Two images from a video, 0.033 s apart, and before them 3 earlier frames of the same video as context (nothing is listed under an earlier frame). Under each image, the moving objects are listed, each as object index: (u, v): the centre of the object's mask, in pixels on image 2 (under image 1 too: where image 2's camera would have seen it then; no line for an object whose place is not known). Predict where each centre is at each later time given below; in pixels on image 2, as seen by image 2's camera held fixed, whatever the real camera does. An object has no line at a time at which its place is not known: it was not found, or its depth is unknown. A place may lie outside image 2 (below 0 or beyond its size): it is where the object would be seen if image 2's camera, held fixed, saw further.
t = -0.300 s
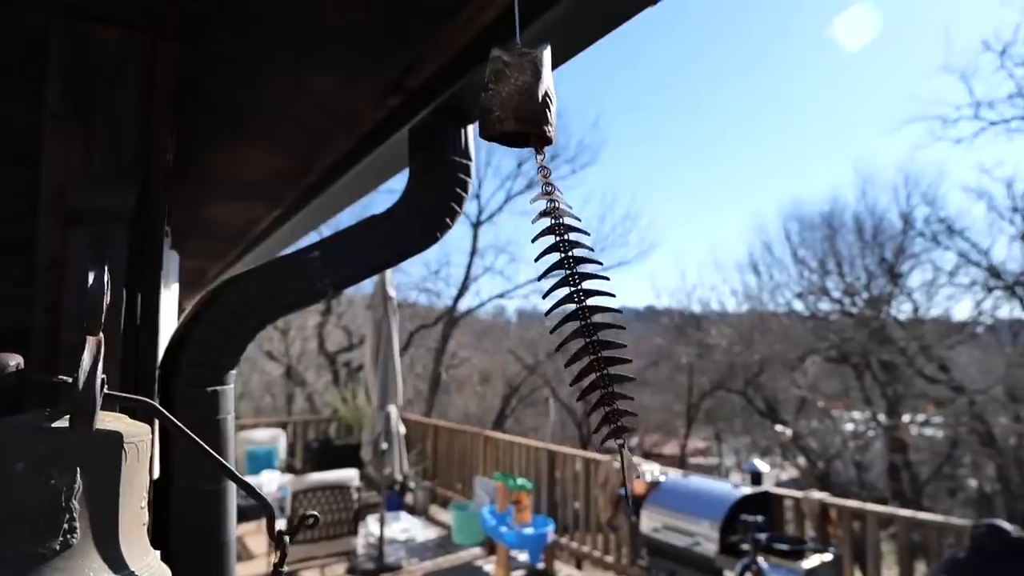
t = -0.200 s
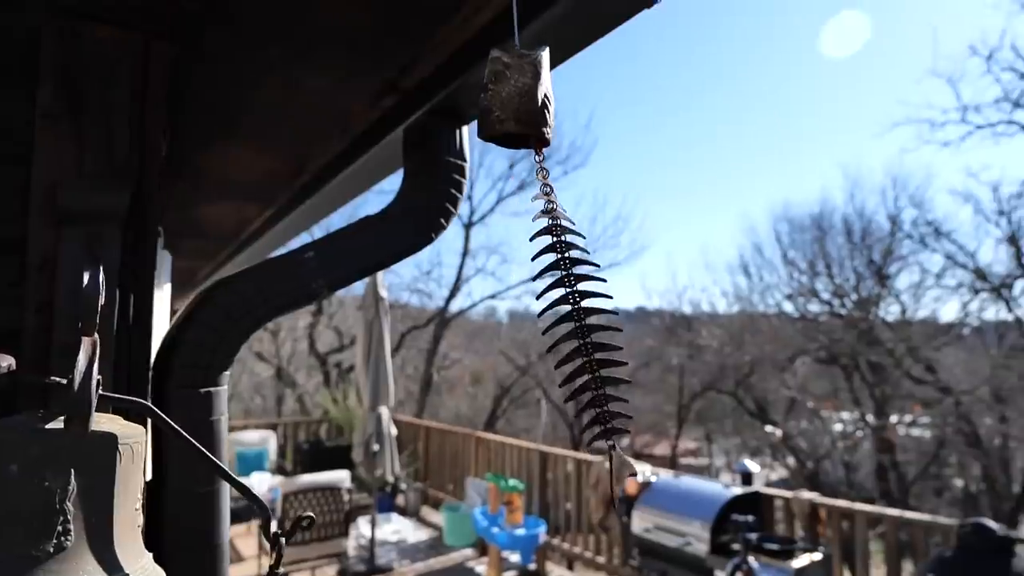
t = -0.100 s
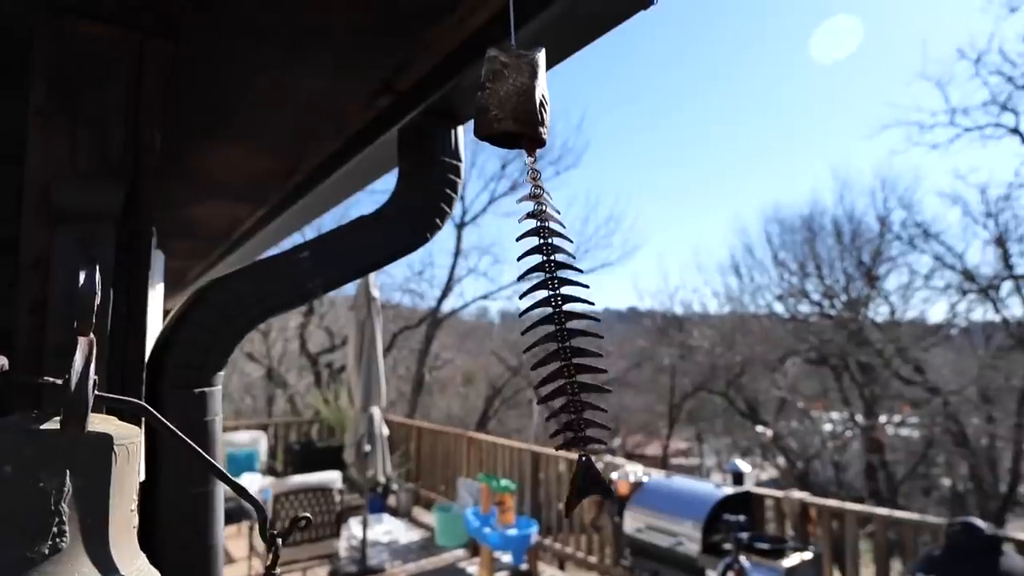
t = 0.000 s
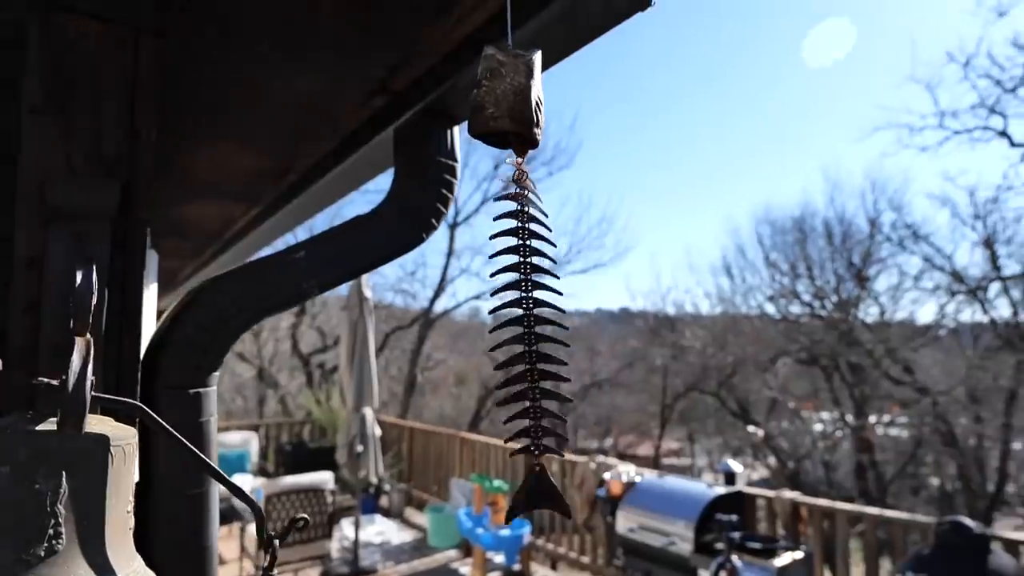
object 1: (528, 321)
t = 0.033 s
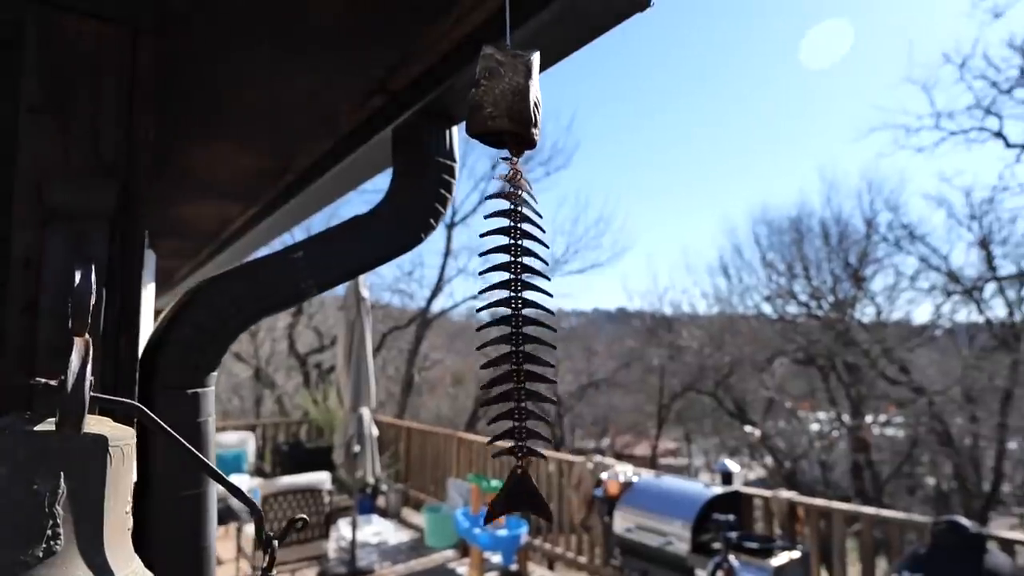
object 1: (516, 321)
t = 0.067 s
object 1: (503, 318)
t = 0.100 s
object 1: (492, 316)
